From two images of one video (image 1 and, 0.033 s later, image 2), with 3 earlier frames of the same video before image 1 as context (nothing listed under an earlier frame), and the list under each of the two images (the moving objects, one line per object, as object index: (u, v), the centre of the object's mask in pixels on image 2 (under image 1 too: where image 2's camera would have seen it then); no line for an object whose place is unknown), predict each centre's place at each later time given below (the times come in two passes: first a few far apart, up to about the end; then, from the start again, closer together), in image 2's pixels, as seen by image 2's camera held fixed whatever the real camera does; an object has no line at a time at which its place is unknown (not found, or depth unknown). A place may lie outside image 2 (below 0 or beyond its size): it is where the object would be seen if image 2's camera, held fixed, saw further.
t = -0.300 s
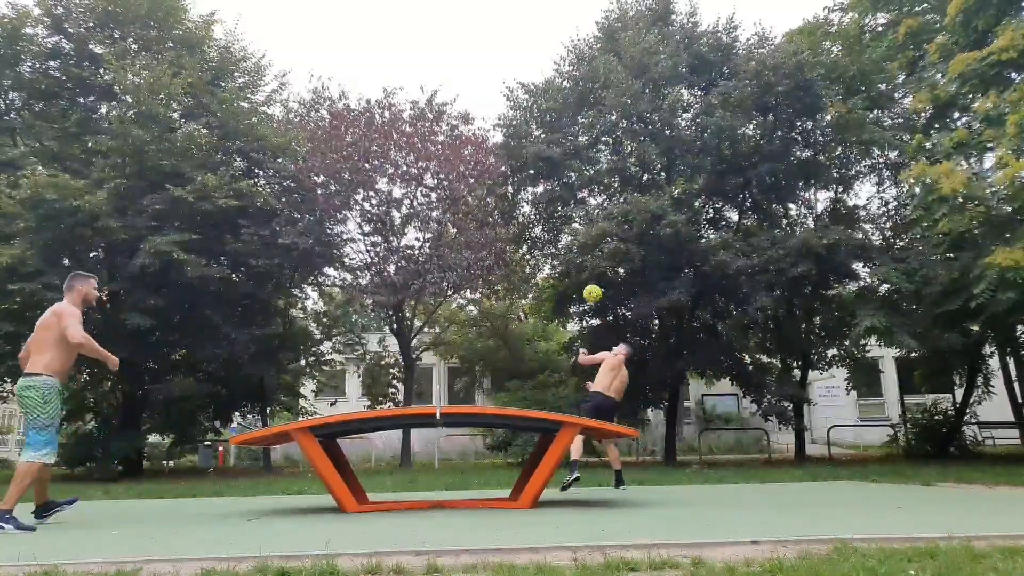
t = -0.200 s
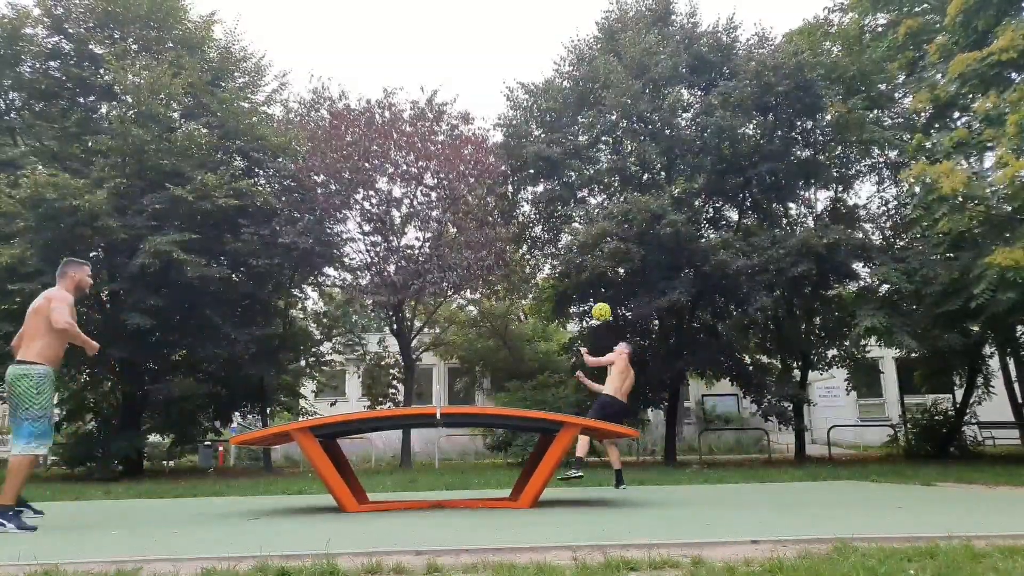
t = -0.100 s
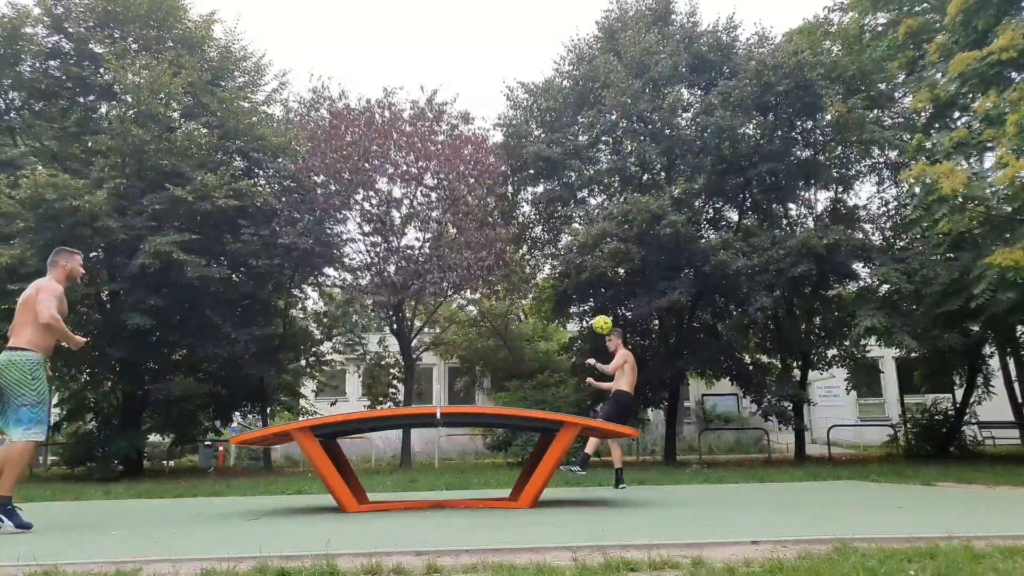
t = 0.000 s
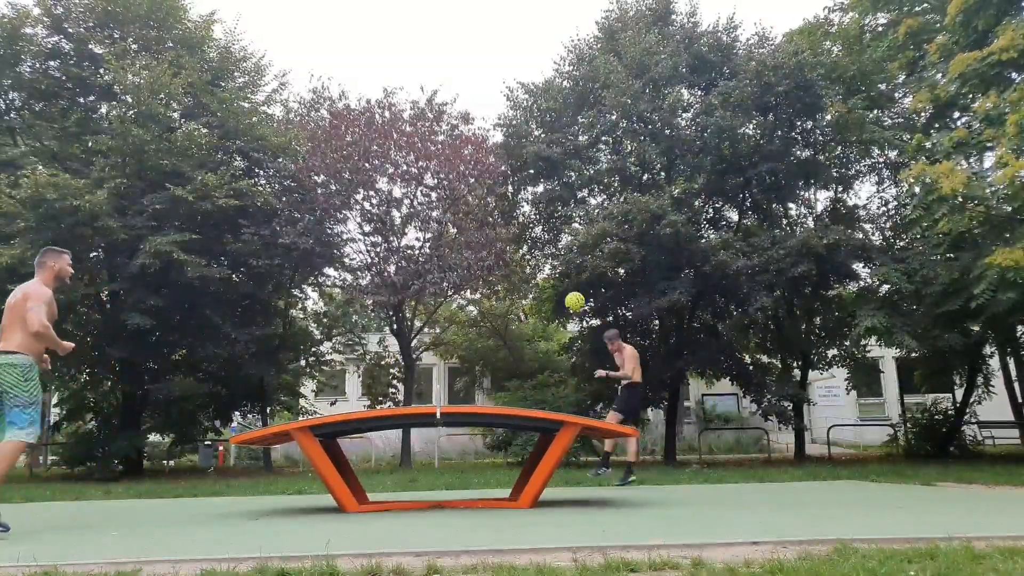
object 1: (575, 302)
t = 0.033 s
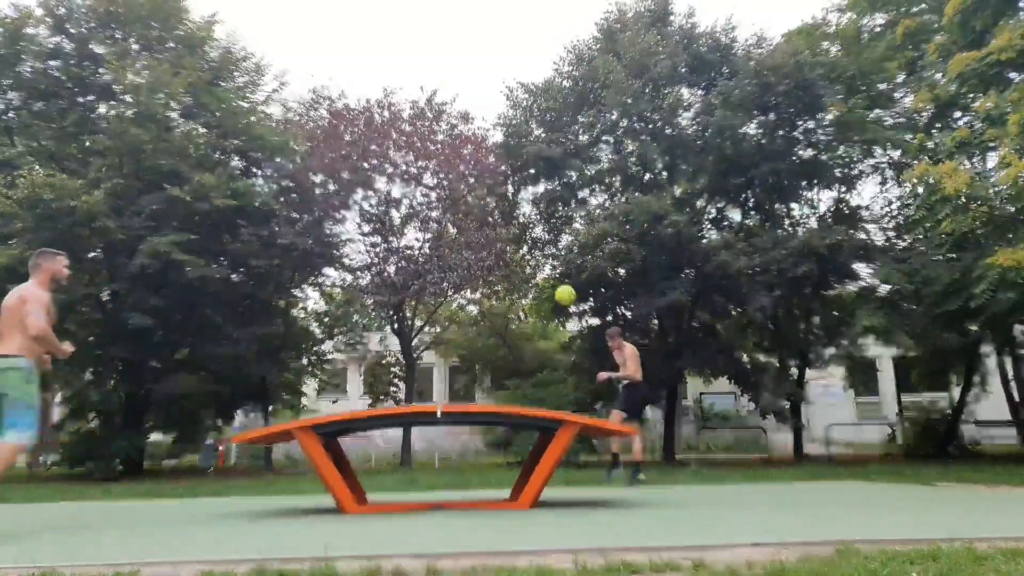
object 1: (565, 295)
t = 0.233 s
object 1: (505, 277)
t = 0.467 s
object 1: (423, 308)
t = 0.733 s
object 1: (304, 378)
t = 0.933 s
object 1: (218, 316)
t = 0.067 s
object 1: (555, 290)
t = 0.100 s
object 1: (546, 285)
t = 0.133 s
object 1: (536, 283)
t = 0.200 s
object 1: (515, 279)
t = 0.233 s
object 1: (505, 277)
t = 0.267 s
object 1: (494, 279)
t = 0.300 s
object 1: (483, 281)
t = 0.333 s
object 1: (472, 283)
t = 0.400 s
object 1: (448, 292)
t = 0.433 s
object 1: (435, 300)
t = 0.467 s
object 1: (423, 308)
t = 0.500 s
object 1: (409, 319)
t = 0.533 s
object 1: (395, 331)
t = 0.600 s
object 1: (365, 361)
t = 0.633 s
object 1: (348, 378)
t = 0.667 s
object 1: (331, 400)
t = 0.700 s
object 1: (318, 392)
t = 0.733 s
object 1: (304, 378)
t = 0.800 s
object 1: (277, 353)
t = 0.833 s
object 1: (259, 343)
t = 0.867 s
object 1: (249, 330)
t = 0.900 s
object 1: (233, 323)
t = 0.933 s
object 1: (218, 316)
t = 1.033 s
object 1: (169, 304)
